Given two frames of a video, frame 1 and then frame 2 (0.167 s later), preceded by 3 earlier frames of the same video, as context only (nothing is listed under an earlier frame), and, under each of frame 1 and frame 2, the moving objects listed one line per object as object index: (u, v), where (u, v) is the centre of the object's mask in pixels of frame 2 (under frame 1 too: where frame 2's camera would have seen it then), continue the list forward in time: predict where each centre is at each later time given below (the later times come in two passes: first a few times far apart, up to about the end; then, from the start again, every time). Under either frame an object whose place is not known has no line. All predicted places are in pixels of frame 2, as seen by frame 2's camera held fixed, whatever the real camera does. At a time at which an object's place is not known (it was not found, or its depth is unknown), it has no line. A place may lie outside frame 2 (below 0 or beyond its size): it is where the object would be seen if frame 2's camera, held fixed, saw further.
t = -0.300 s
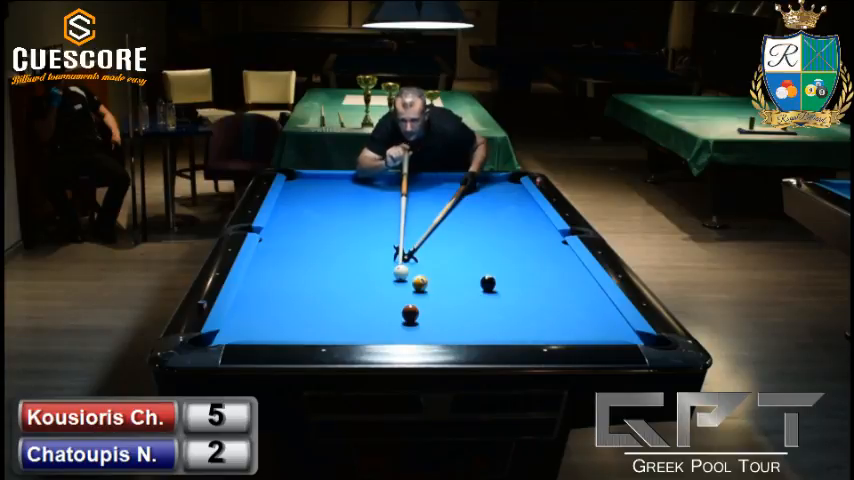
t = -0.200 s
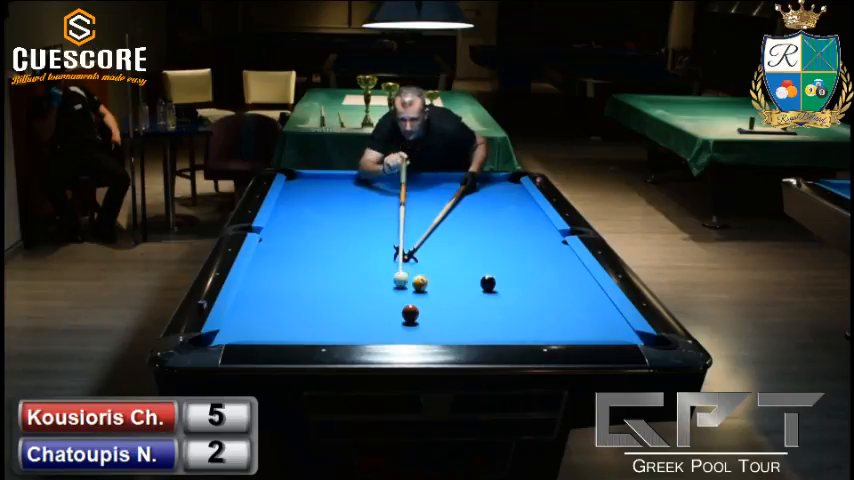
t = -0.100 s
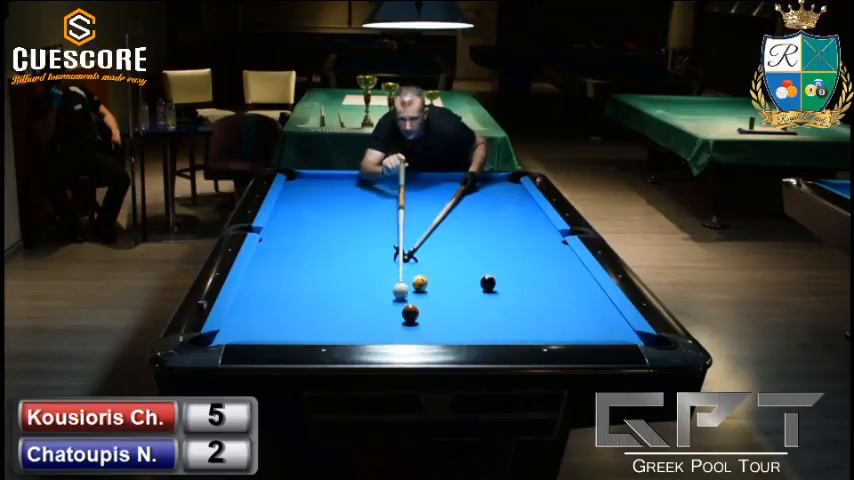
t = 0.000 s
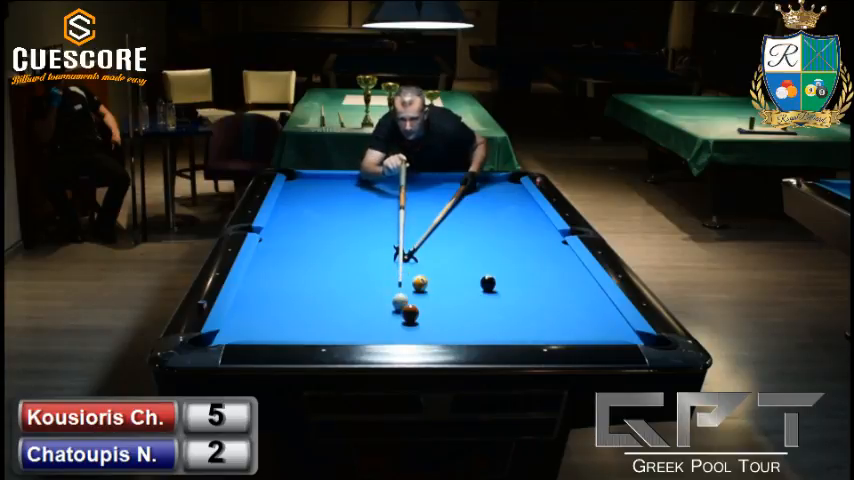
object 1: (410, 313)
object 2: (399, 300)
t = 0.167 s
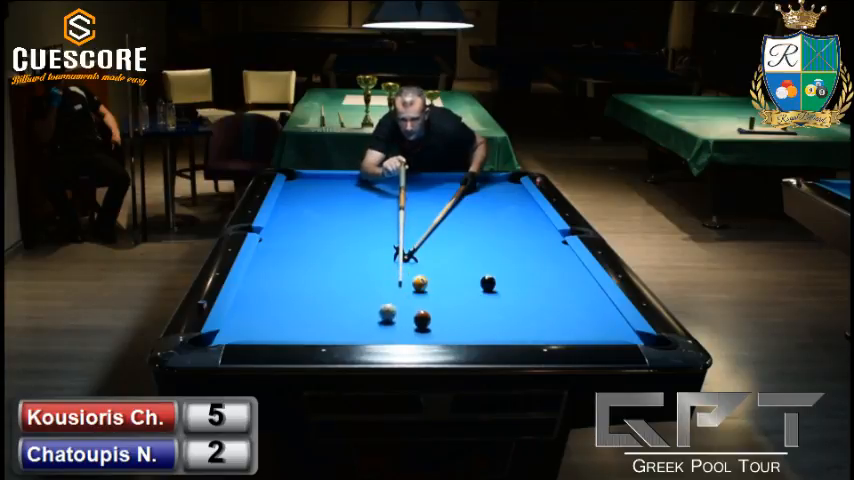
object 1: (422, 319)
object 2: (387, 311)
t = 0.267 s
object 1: (431, 324)
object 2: (376, 316)
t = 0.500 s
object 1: (452, 333)
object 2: (350, 327)
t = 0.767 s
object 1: (469, 334)
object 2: (319, 334)
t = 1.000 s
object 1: (477, 331)
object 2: (298, 332)
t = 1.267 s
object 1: (486, 327)
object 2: (277, 327)
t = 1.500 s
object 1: (492, 323)
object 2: (260, 322)
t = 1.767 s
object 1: (499, 319)
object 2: (241, 317)
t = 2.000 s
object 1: (504, 316)
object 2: (242, 313)
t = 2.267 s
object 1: (509, 313)
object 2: (252, 309)
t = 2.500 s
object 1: (513, 311)
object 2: (259, 306)
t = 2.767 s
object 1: (516, 309)
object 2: (267, 303)
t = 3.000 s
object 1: (518, 307)
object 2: (272, 301)
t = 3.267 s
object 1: (520, 306)
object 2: (278, 299)
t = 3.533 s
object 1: (520, 305)
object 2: (282, 298)
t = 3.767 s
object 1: (521, 305)
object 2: (285, 297)
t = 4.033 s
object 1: (521, 305)
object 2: (287, 296)
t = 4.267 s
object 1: (521, 305)
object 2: (288, 296)
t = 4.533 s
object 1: (521, 305)
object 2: (289, 296)
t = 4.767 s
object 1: (521, 305)
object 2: (289, 296)
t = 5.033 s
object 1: (521, 305)
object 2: (289, 295)
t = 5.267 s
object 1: (521, 305)
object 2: (289, 295)
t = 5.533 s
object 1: (521, 305)
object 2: (288, 295)
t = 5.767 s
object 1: (521, 305)
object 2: (289, 295)
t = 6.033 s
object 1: (521, 305)
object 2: (289, 295)
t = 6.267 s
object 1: (521, 305)
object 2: (289, 295)
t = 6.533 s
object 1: (521, 305)
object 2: (289, 295)
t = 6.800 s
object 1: (521, 305)
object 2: (289, 295)
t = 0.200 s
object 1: (425, 321)
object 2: (384, 313)
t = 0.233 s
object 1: (428, 323)
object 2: (380, 315)
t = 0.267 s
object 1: (431, 324)
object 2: (376, 316)
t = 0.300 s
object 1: (434, 326)
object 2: (372, 318)
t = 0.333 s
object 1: (437, 327)
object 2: (369, 319)
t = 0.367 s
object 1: (440, 329)
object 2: (365, 321)
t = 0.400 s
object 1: (443, 330)
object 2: (361, 322)
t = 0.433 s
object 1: (446, 331)
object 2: (357, 324)
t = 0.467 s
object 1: (449, 332)
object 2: (353, 326)
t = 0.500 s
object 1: (452, 333)
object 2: (350, 327)
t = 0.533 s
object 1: (455, 334)
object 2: (346, 328)
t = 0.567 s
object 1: (458, 335)
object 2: (342, 329)
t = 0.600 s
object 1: (462, 335)
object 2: (338, 331)
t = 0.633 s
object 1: (464, 335)
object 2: (334, 332)
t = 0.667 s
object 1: (465, 335)
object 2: (330, 333)
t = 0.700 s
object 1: (466, 334)
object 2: (327, 333)
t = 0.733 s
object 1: (467, 334)
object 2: (323, 334)
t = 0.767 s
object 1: (469, 334)
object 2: (319, 334)
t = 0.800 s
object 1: (470, 333)
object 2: (316, 334)
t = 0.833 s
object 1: (471, 333)
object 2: (313, 334)
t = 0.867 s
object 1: (472, 333)
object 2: (310, 333)
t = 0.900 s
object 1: (474, 332)
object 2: (307, 333)
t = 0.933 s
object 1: (475, 332)
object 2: (304, 332)
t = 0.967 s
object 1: (476, 331)
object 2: (301, 332)
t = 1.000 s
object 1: (477, 331)
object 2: (298, 332)
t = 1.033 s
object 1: (478, 331)
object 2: (295, 331)
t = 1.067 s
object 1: (479, 330)
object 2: (293, 331)
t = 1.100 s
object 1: (480, 329)
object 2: (290, 330)
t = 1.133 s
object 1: (481, 329)
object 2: (287, 330)
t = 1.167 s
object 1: (482, 328)
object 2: (284, 329)
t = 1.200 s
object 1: (484, 328)
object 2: (282, 329)
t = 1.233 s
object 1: (485, 327)
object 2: (279, 328)
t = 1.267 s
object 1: (486, 327)
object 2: (277, 327)
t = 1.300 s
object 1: (487, 326)
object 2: (274, 326)
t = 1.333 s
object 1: (488, 325)
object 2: (272, 326)
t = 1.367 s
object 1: (489, 325)
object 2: (269, 325)
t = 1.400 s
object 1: (490, 324)
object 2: (267, 324)
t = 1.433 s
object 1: (490, 324)
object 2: (264, 323)
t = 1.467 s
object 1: (491, 323)
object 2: (262, 323)
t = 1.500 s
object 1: (492, 323)
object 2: (260, 322)
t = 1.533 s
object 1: (493, 322)
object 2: (257, 321)
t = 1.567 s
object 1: (494, 321)
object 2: (254, 321)
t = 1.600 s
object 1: (495, 321)
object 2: (252, 320)
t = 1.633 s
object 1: (496, 321)
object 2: (250, 319)
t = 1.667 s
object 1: (497, 320)
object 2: (248, 319)
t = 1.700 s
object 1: (498, 319)
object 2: (246, 318)
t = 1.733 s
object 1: (499, 319)
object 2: (244, 317)
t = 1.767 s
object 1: (499, 319)
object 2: (241, 317)
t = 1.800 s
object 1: (500, 318)
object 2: (239, 316)
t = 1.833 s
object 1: (501, 318)
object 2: (237, 316)
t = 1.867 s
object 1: (502, 317)
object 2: (236, 315)
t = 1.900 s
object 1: (502, 317)
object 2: (238, 314)
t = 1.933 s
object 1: (503, 316)
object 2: (239, 314)
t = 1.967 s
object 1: (504, 316)
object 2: (241, 313)
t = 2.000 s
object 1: (504, 316)
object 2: (242, 313)
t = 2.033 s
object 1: (505, 315)
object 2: (243, 312)
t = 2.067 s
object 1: (505, 315)
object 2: (244, 312)
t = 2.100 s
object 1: (506, 314)
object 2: (246, 311)
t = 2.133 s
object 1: (507, 314)
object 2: (247, 311)
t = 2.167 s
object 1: (507, 314)
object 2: (248, 310)
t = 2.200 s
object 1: (508, 313)
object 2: (249, 310)
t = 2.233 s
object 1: (509, 313)
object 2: (251, 309)
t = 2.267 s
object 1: (509, 313)
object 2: (252, 309)
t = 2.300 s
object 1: (510, 312)
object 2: (253, 308)
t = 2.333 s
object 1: (510, 312)
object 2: (254, 308)
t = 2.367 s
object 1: (511, 312)
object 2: (255, 308)
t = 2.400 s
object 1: (511, 311)
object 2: (256, 307)
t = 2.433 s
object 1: (512, 311)
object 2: (257, 307)
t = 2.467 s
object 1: (512, 311)
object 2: (258, 306)
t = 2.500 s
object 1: (513, 311)
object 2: (259, 306)
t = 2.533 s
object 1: (513, 310)
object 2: (261, 306)
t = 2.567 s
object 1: (513, 310)
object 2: (261, 305)
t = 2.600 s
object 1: (514, 310)
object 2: (262, 305)
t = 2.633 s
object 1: (514, 310)
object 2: (263, 305)
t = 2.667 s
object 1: (515, 309)
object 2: (264, 304)
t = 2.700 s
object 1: (515, 309)
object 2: (265, 304)
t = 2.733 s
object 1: (515, 309)
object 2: (266, 304)
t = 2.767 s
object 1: (516, 309)
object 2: (267, 303)
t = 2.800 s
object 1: (516, 308)
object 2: (268, 303)
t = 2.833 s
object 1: (517, 308)
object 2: (268, 303)
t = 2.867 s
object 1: (517, 308)
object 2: (269, 302)
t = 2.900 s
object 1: (517, 308)
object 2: (270, 302)
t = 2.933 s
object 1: (518, 307)
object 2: (271, 302)
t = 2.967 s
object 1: (518, 307)
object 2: (272, 301)
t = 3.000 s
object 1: (518, 307)
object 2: (272, 301)
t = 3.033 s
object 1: (518, 307)
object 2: (273, 301)
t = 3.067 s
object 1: (519, 307)
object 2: (274, 301)
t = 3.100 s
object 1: (519, 307)
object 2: (275, 301)
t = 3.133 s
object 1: (519, 306)
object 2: (275, 300)
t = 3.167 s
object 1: (519, 306)
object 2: (276, 300)
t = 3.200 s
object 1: (520, 306)
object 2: (277, 300)
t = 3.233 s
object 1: (520, 306)
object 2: (278, 299)
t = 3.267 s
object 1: (520, 306)
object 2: (278, 299)
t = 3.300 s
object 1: (520, 306)
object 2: (279, 299)
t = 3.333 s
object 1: (520, 306)
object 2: (279, 299)
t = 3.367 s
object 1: (520, 306)
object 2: (280, 298)
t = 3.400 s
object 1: (520, 306)
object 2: (280, 298)
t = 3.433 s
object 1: (520, 305)
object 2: (281, 298)
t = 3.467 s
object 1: (520, 305)
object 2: (281, 298)
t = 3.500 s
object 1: (521, 305)
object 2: (282, 298)
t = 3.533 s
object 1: (520, 305)
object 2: (282, 298)
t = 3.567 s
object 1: (521, 305)
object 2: (283, 297)
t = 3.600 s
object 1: (521, 305)
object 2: (283, 297)
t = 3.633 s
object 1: (521, 305)
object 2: (284, 297)
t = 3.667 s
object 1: (521, 305)
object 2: (284, 297)
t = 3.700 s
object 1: (521, 305)
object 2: (285, 297)
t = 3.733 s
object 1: (521, 305)
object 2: (285, 297)
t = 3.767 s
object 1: (521, 305)
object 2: (285, 297)
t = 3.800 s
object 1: (521, 305)
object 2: (286, 297)
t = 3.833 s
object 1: (521, 305)
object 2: (286, 296)
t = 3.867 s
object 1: (521, 305)
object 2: (286, 296)
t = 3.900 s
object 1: (521, 305)
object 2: (286, 296)
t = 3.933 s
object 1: (521, 305)
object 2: (287, 296)
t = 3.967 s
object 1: (521, 305)
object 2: (287, 296)
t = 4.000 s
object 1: (521, 305)
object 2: (287, 296)
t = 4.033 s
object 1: (521, 305)
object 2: (287, 296)
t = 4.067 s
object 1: (521, 305)
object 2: (287, 296)
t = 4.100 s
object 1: (521, 305)
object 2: (287, 296)
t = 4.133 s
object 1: (521, 305)
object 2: (288, 296)
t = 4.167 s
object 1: (521, 305)
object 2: (288, 296)
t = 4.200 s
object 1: (521, 305)
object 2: (288, 296)
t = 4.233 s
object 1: (521, 305)
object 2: (288, 296)
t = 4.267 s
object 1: (521, 305)
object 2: (288, 296)
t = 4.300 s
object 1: (521, 305)
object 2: (288, 296)
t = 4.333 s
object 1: (521, 305)
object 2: (288, 296)
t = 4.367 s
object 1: (521, 305)
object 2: (289, 296)
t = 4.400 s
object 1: (521, 305)
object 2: (289, 296)
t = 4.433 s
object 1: (521, 305)
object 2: (289, 296)
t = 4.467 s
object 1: (521, 305)
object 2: (289, 296)
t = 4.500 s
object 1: (521, 305)
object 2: (289, 296)
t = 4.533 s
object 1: (521, 305)
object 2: (289, 296)
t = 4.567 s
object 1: (521, 305)
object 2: (289, 295)
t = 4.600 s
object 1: (521, 305)
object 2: (289, 295)
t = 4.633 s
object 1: (521, 305)
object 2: (289, 295)
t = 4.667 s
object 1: (521, 305)
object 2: (289, 295)
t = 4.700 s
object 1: (521, 305)
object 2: (289, 295)
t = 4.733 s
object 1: (521, 305)
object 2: (289, 296)
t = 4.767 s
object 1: (521, 305)
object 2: (289, 296)
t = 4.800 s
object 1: (521, 305)
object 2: (289, 296)
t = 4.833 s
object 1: (521, 305)
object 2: (289, 295)
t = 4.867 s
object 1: (521, 305)
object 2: (289, 296)
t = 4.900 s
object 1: (521, 305)
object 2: (289, 296)
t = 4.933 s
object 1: (521, 305)
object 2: (289, 295)
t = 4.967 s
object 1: (521, 305)
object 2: (289, 295)
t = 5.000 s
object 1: (521, 305)
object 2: (289, 295)
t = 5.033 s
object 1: (521, 305)
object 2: (289, 295)
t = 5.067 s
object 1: (521, 305)
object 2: (288, 295)
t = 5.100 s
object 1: (521, 305)
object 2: (288, 295)
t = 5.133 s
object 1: (521, 305)
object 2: (289, 295)
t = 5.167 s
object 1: (521, 305)
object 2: (289, 295)
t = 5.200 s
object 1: (521, 305)
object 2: (289, 295)
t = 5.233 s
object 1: (521, 305)
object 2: (289, 295)
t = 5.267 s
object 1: (521, 305)
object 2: (289, 295)
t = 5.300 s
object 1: (521, 305)
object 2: (288, 295)
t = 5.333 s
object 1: (521, 305)
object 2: (289, 295)
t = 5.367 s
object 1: (521, 305)
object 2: (289, 295)
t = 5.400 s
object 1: (521, 305)
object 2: (288, 295)
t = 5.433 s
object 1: (521, 305)
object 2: (289, 295)
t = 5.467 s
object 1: (521, 305)
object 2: (288, 295)
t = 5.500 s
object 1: (521, 305)
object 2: (289, 295)
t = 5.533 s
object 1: (521, 305)
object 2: (288, 295)
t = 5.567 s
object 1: (521, 305)
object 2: (289, 295)
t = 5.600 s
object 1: (521, 305)
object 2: (289, 295)
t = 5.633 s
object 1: (521, 305)
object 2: (289, 295)
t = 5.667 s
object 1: (521, 305)
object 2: (289, 295)
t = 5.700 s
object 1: (521, 305)
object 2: (289, 295)
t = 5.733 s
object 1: (521, 305)
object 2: (289, 295)
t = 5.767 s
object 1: (521, 305)
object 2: (289, 295)
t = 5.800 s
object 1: (521, 305)
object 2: (289, 295)
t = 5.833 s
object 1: (521, 305)
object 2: (289, 295)
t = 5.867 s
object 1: (521, 305)
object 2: (289, 295)
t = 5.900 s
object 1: (521, 305)
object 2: (289, 295)
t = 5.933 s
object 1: (521, 305)
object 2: (289, 295)
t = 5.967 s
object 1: (521, 305)
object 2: (289, 295)
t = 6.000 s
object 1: (521, 305)
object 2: (289, 295)
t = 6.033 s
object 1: (521, 305)
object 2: (289, 295)
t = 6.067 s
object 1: (521, 305)
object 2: (289, 295)
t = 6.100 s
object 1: (521, 305)
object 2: (289, 295)
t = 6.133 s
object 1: (521, 305)
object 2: (289, 295)
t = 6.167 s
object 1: (521, 305)
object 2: (289, 295)
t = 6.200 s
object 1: (521, 305)
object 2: (289, 295)
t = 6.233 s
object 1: (521, 305)
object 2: (289, 295)
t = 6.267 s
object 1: (521, 305)
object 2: (289, 295)
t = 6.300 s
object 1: (521, 305)
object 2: (289, 295)
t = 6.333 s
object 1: (521, 305)
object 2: (289, 295)
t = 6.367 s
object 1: (521, 305)
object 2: (289, 295)
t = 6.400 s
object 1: (521, 305)
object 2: (289, 295)
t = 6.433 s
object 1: (521, 305)
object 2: (289, 295)
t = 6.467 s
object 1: (521, 305)
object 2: (289, 295)
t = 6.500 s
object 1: (521, 305)
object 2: (289, 295)
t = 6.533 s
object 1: (521, 305)
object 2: (289, 295)
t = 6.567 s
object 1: (521, 305)
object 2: (289, 295)
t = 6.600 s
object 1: (521, 305)
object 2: (289, 295)
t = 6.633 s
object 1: (521, 305)
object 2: (289, 295)
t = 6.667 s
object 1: (521, 305)
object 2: (289, 295)
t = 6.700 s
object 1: (521, 305)
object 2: (289, 295)
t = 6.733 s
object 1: (521, 305)
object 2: (289, 295)
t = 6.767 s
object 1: (521, 305)
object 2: (289, 295)
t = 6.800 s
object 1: (521, 305)
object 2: (289, 295)
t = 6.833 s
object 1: (521, 305)
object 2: (289, 295)
